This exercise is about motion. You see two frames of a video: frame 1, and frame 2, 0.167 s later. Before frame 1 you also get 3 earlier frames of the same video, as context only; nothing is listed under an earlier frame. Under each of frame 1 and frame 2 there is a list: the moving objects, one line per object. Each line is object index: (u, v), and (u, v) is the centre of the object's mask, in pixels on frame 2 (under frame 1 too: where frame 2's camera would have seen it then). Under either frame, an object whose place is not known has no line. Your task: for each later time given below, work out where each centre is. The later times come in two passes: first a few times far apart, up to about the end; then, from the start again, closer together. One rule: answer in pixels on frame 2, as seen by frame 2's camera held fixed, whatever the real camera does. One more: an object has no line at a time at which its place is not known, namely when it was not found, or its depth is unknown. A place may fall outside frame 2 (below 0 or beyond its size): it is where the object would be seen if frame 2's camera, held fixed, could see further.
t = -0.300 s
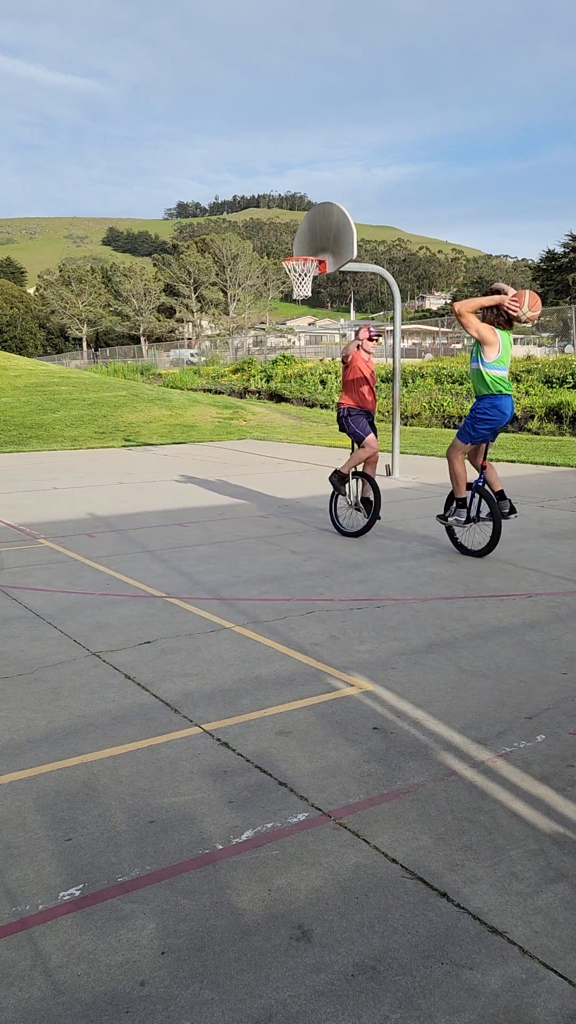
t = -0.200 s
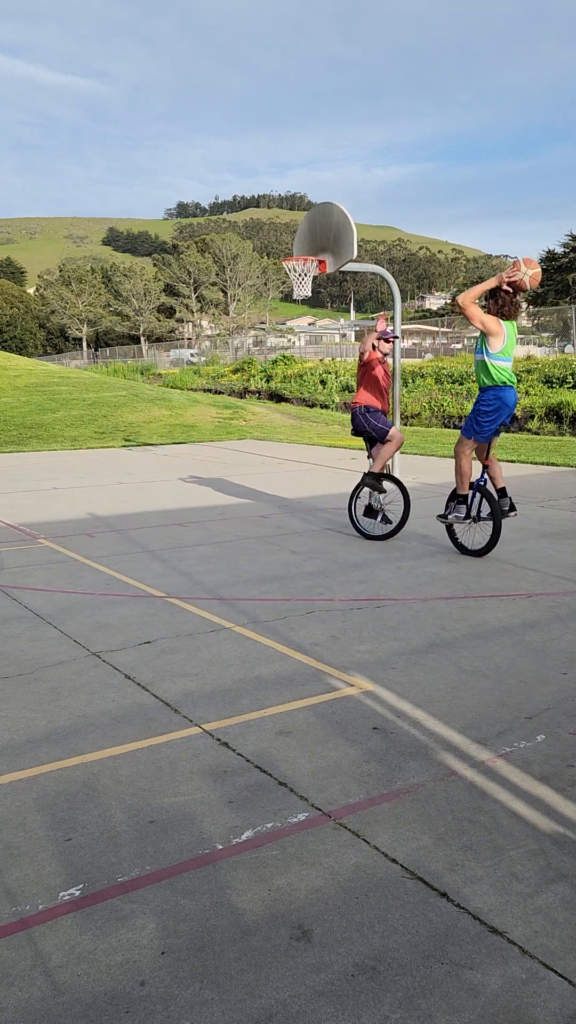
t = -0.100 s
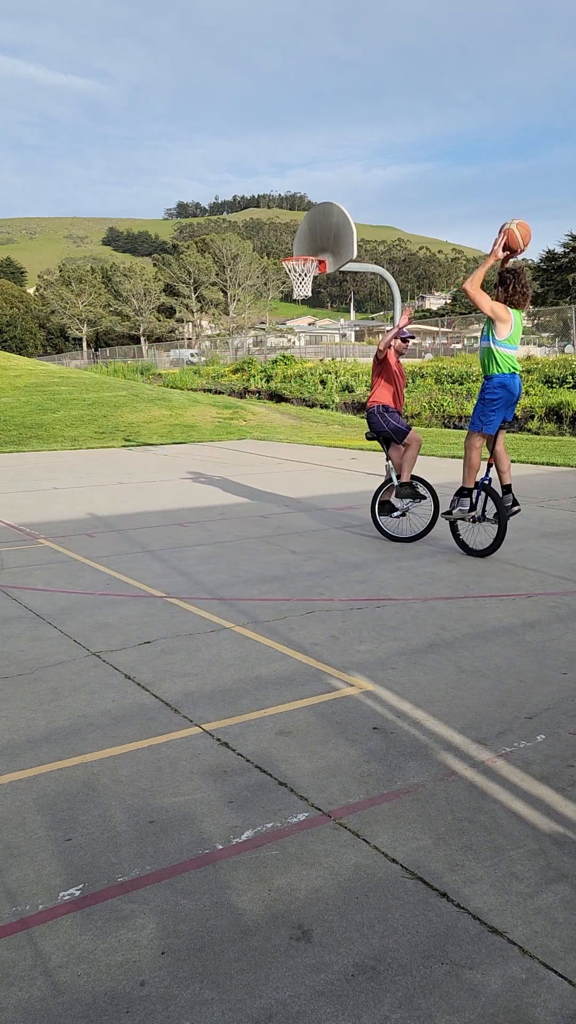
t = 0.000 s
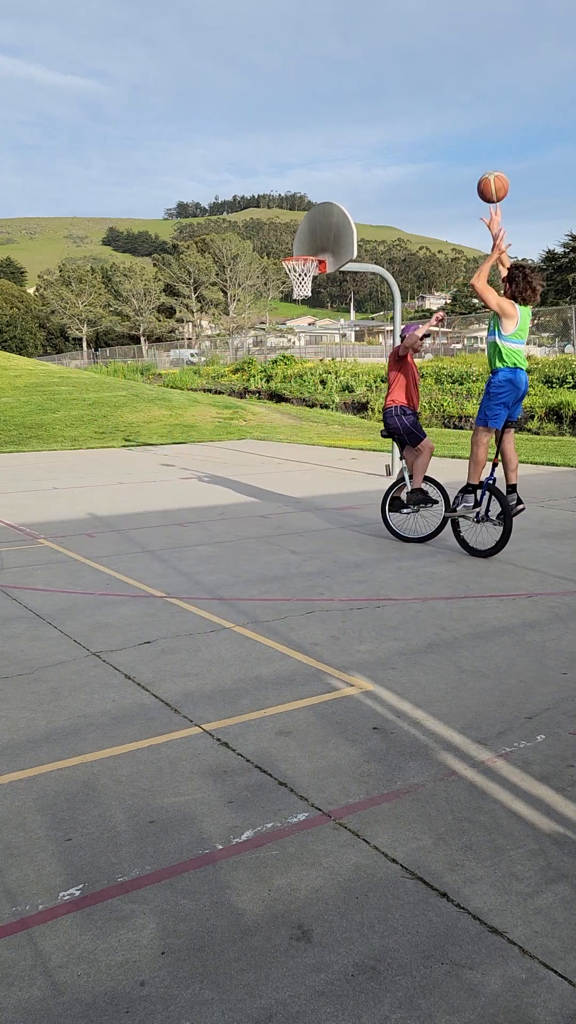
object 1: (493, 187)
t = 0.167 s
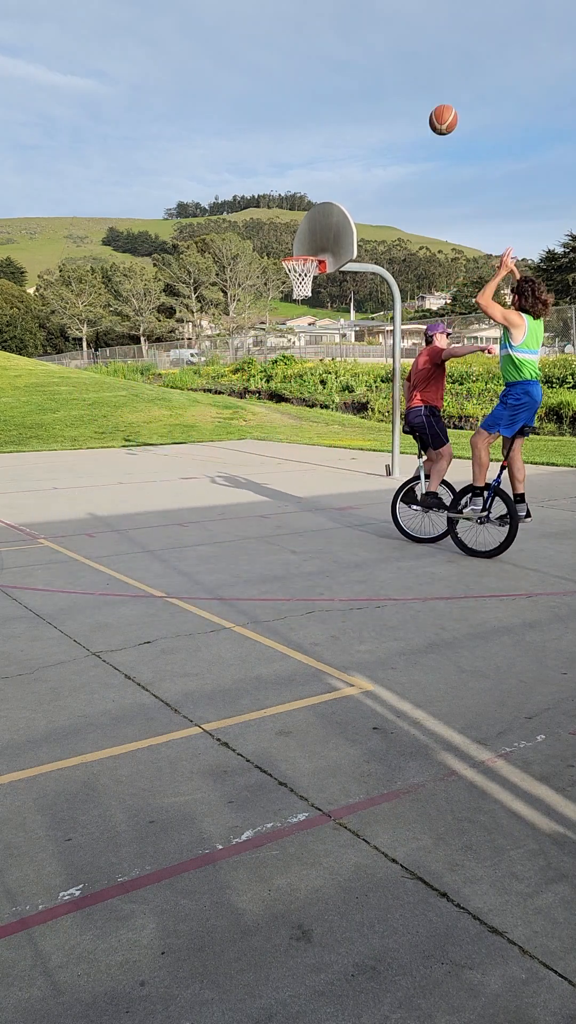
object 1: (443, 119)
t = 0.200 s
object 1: (434, 112)
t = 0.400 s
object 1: (388, 95)
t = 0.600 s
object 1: (353, 121)
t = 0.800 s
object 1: (325, 177)
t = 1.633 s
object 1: (290, 355)
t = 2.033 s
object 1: (292, 442)
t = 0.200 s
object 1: (434, 112)
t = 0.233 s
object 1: (426, 105)
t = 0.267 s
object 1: (418, 101)
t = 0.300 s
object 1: (410, 97)
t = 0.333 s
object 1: (402, 96)
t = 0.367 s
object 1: (395, 95)
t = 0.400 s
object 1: (388, 95)
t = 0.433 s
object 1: (382, 97)
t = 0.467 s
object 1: (376, 100)
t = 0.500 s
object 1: (369, 104)
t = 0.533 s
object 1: (364, 109)
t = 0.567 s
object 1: (358, 115)
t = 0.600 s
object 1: (353, 121)
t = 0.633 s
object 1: (348, 129)
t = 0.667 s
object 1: (343, 137)
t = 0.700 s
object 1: (338, 146)
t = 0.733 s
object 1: (334, 156)
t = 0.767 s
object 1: (329, 166)
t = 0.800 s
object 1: (325, 177)
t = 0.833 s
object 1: (321, 188)
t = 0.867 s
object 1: (316, 200)
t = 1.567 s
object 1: (290, 336)
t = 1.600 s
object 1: (291, 345)
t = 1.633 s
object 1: (290, 355)
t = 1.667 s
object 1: (291, 366)
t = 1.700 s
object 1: (291, 379)
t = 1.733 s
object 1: (290, 392)
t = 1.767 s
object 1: (291, 405)
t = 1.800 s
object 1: (291, 419)
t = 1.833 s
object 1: (291, 434)
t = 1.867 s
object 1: (291, 450)
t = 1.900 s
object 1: (291, 467)
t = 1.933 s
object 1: (291, 479)
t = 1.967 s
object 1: (291, 465)
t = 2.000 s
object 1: (292, 453)
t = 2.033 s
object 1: (292, 442)
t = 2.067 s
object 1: (292, 431)
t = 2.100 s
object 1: (293, 420)
